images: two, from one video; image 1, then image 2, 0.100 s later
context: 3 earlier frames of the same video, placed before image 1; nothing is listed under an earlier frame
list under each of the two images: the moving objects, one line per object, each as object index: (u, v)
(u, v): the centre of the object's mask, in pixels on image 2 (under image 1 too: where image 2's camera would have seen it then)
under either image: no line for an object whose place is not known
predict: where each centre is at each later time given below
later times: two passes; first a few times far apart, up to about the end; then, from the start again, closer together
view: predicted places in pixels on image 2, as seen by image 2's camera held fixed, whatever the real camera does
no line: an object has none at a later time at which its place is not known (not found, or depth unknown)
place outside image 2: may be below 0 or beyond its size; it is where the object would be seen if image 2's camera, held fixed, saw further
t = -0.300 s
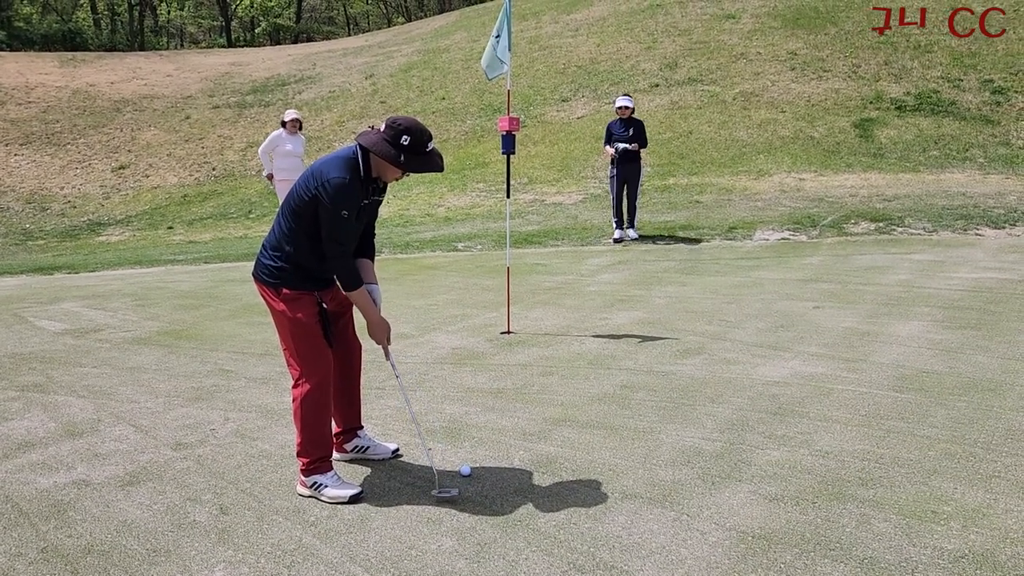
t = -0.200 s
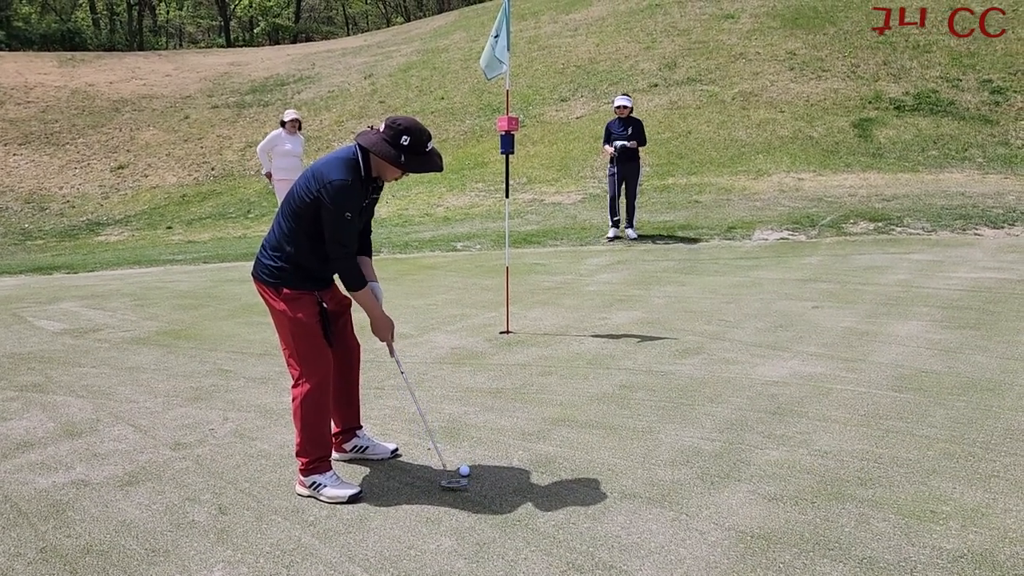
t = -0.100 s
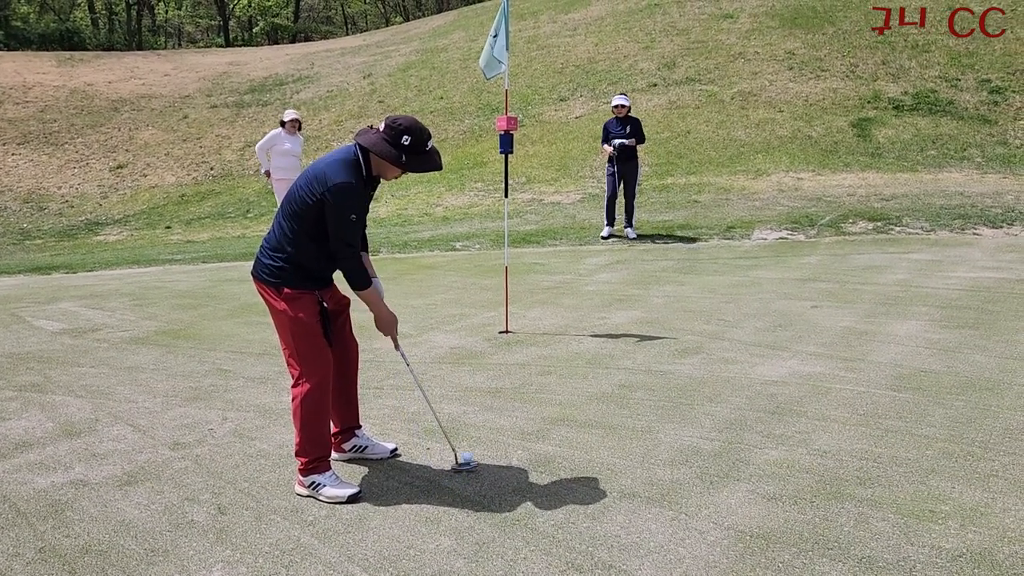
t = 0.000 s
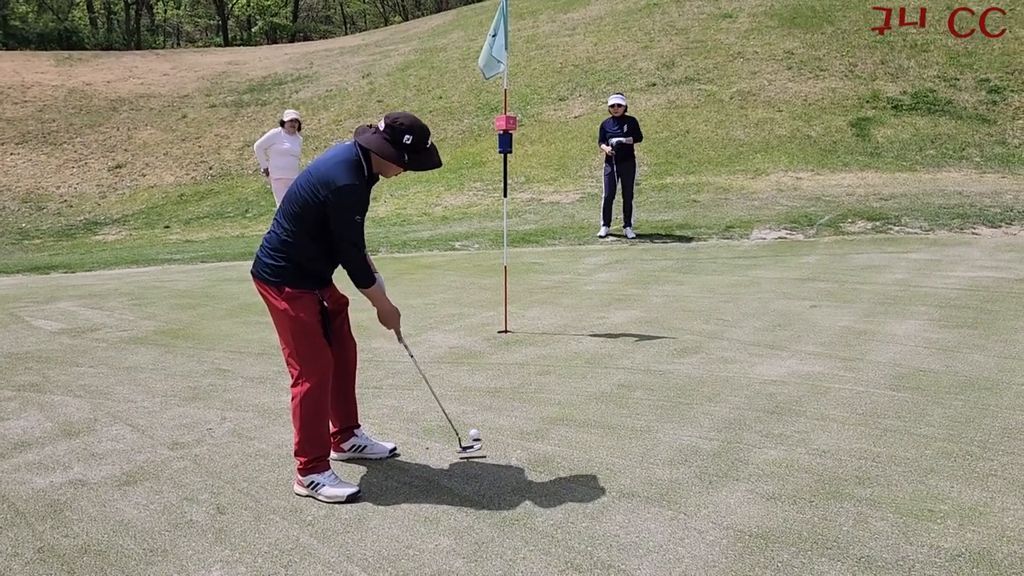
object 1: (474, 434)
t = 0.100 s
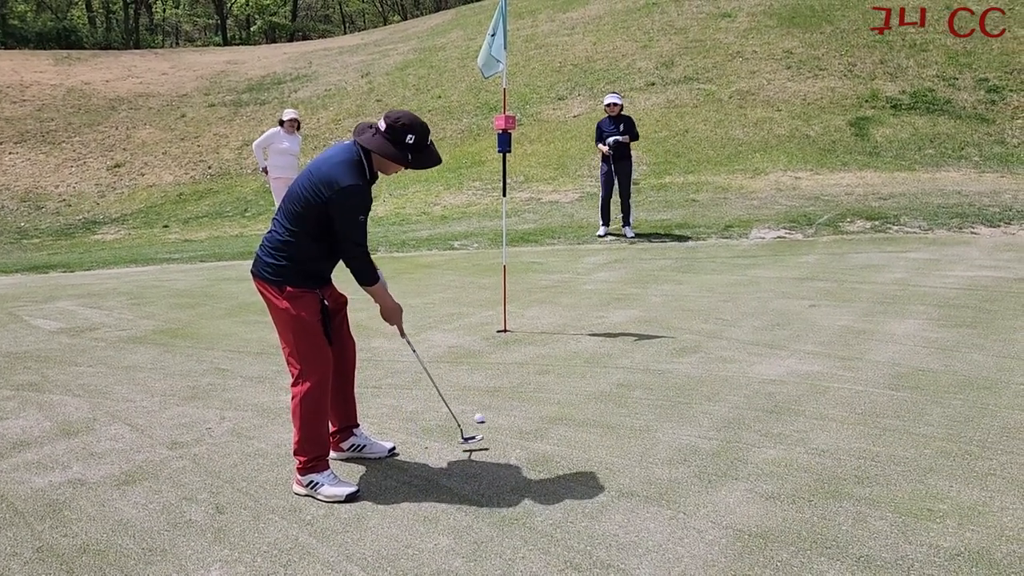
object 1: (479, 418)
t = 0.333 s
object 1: (488, 389)
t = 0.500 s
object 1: (491, 372)
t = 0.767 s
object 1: (494, 353)
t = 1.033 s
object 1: (497, 338)
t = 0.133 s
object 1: (481, 413)
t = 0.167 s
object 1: (482, 409)
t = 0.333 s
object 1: (488, 389)
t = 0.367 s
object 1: (489, 385)
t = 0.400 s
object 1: (490, 382)
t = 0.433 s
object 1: (491, 378)
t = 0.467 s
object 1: (491, 376)
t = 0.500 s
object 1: (491, 372)
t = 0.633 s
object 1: (493, 362)
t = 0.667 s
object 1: (493, 359)
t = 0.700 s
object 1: (494, 357)
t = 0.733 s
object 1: (494, 355)
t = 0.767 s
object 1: (494, 353)
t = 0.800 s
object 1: (495, 351)
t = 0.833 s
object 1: (495, 349)
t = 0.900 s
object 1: (496, 345)
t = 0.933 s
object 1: (496, 342)
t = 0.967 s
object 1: (496, 341)
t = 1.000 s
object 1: (497, 339)
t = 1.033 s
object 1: (497, 338)
